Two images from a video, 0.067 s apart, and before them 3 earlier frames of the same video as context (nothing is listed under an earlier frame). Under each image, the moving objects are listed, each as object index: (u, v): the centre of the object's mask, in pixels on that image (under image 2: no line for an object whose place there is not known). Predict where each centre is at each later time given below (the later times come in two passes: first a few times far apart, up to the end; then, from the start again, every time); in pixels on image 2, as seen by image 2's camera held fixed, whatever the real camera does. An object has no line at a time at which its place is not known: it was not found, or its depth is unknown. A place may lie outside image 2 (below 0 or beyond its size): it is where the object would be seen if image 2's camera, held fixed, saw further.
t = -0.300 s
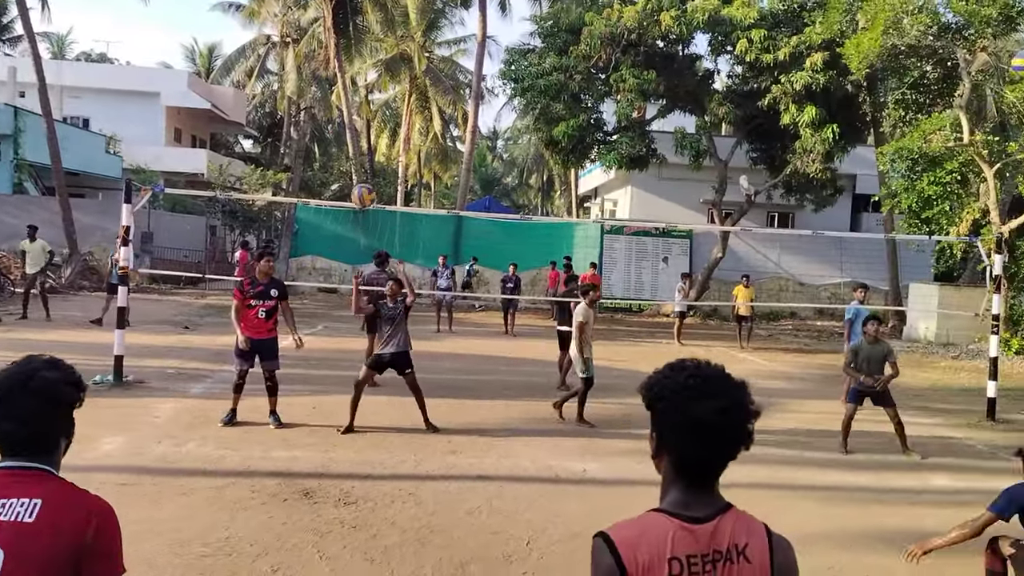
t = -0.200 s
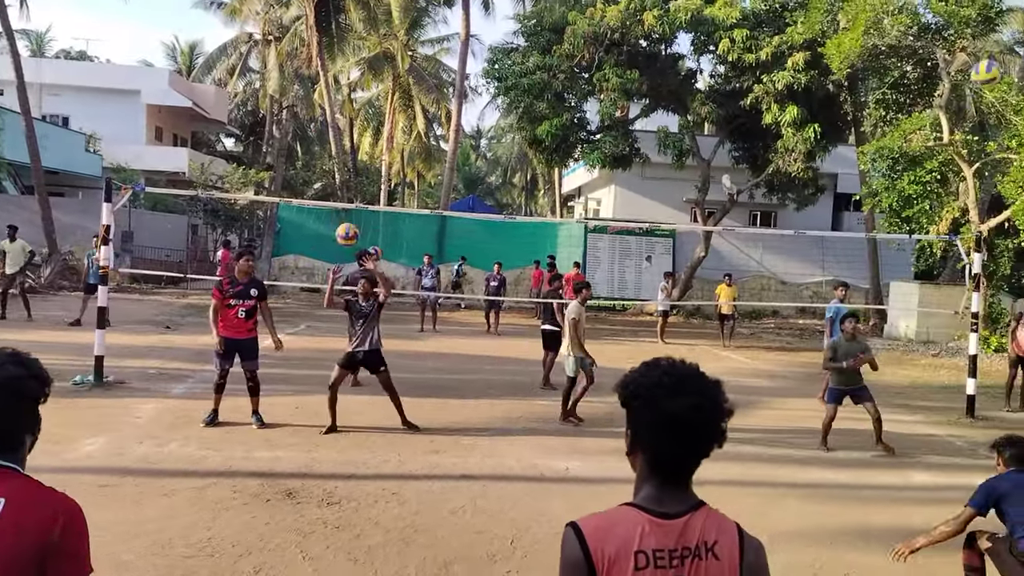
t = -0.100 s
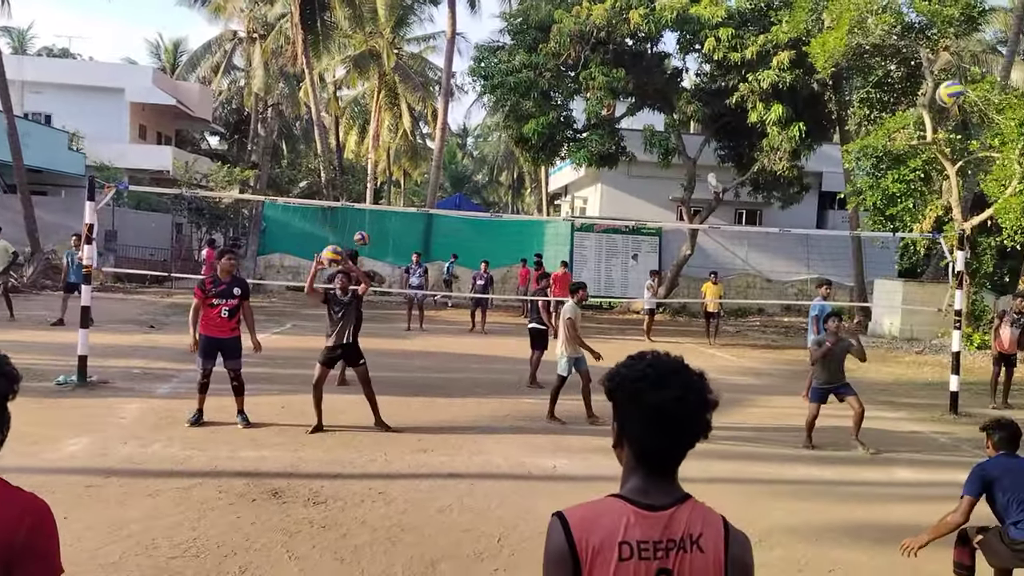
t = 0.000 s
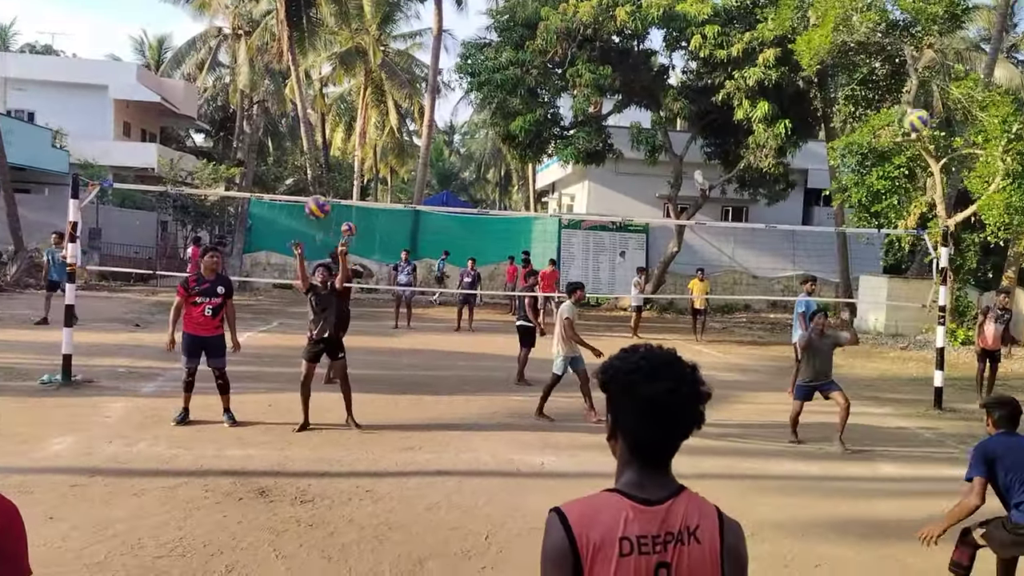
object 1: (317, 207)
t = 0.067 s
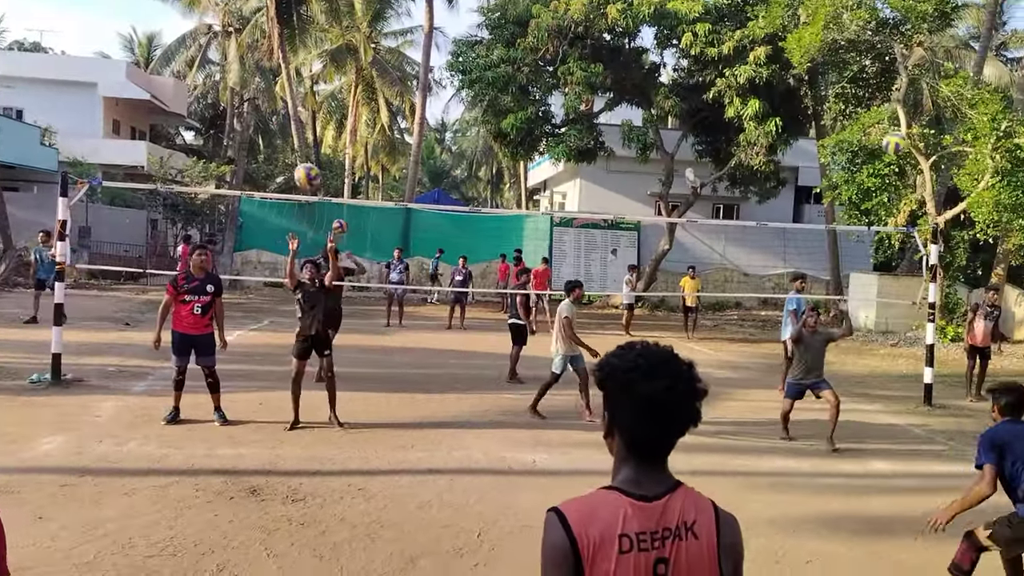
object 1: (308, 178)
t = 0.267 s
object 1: (300, 104)
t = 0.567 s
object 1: (282, 74)
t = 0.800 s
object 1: (248, 199)
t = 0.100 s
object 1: (306, 162)
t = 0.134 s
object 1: (306, 149)
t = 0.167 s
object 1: (305, 137)
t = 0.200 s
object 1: (302, 124)
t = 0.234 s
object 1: (301, 113)
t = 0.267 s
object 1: (300, 104)
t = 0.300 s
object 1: (298, 94)
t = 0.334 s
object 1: (295, 87)
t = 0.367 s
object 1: (295, 79)
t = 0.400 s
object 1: (294, 73)
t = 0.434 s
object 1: (292, 70)
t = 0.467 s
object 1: (290, 68)
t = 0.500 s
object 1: (287, 68)
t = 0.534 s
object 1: (284, 70)
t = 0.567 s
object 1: (282, 74)
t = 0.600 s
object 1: (277, 81)
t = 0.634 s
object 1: (273, 91)
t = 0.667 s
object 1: (270, 104)
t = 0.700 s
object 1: (265, 120)
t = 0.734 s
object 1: (260, 141)
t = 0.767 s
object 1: (254, 167)
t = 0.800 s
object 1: (248, 199)
